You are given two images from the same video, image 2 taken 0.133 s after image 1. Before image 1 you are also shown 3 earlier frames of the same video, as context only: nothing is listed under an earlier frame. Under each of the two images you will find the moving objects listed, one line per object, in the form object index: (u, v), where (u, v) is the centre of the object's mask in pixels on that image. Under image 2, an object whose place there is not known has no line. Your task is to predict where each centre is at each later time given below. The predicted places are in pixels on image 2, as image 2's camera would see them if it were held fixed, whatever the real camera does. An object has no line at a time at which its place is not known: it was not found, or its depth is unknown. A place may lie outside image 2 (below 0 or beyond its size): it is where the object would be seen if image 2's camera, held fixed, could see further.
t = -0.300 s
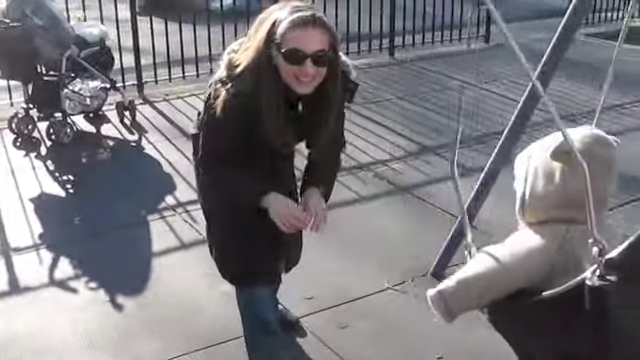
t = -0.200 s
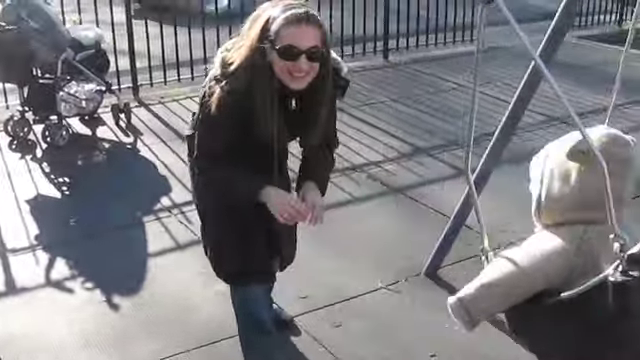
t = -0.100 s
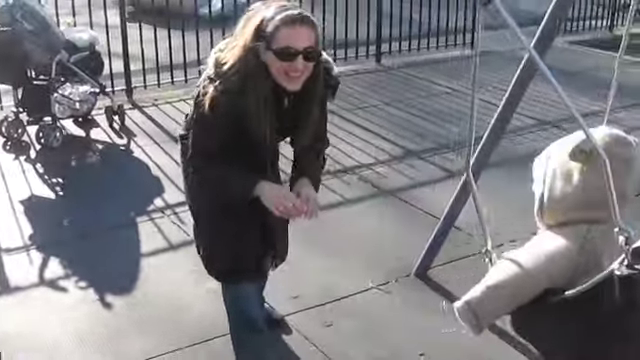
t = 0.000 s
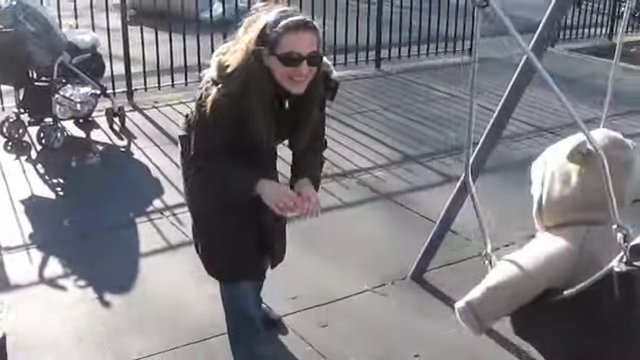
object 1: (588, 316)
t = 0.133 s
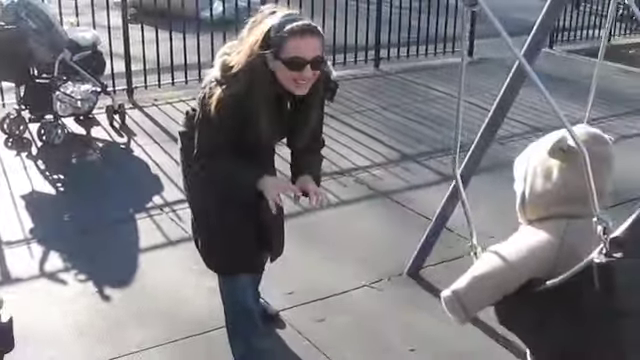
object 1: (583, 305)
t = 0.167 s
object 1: (583, 304)
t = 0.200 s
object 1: (582, 304)
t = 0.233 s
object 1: (580, 303)
